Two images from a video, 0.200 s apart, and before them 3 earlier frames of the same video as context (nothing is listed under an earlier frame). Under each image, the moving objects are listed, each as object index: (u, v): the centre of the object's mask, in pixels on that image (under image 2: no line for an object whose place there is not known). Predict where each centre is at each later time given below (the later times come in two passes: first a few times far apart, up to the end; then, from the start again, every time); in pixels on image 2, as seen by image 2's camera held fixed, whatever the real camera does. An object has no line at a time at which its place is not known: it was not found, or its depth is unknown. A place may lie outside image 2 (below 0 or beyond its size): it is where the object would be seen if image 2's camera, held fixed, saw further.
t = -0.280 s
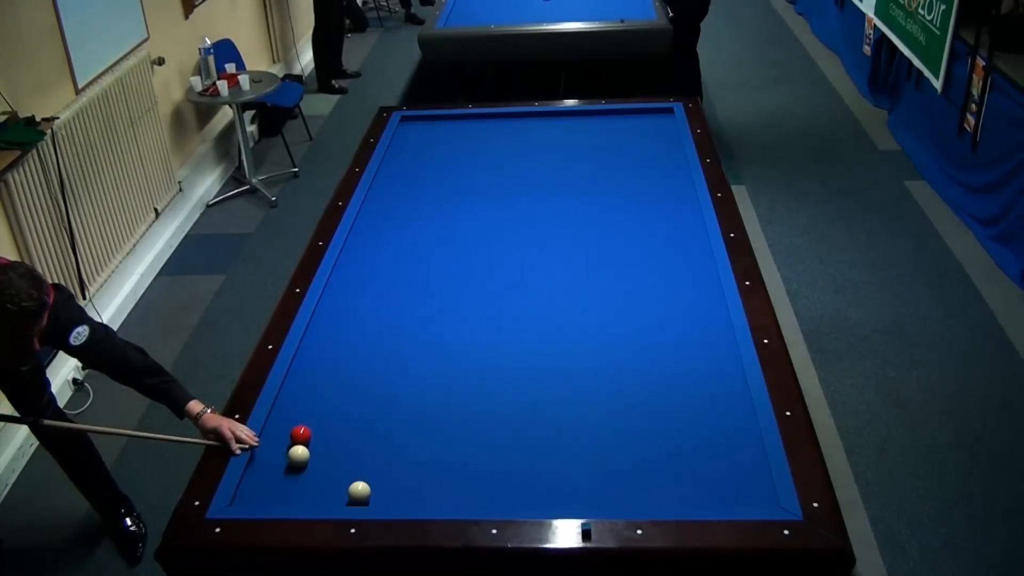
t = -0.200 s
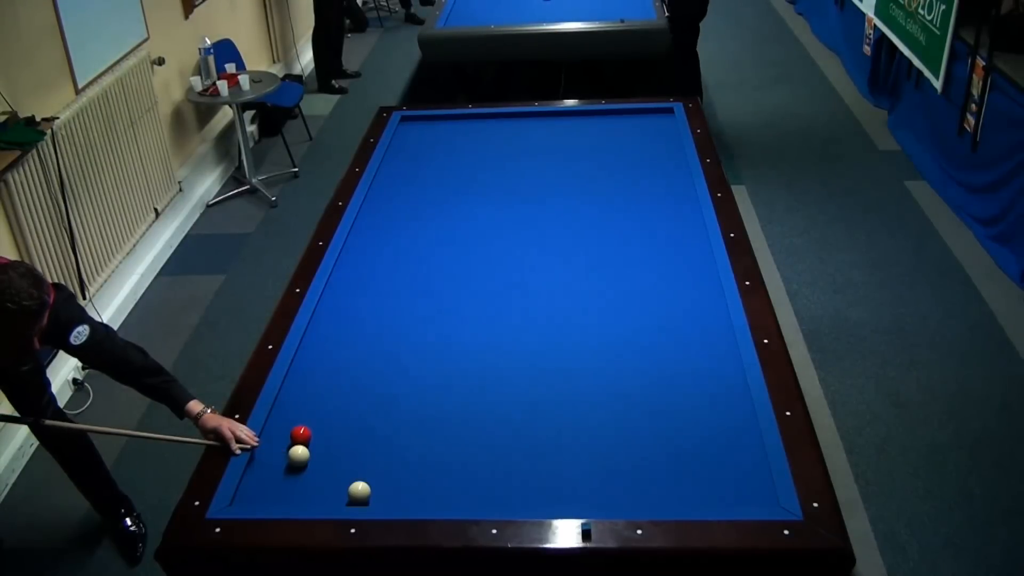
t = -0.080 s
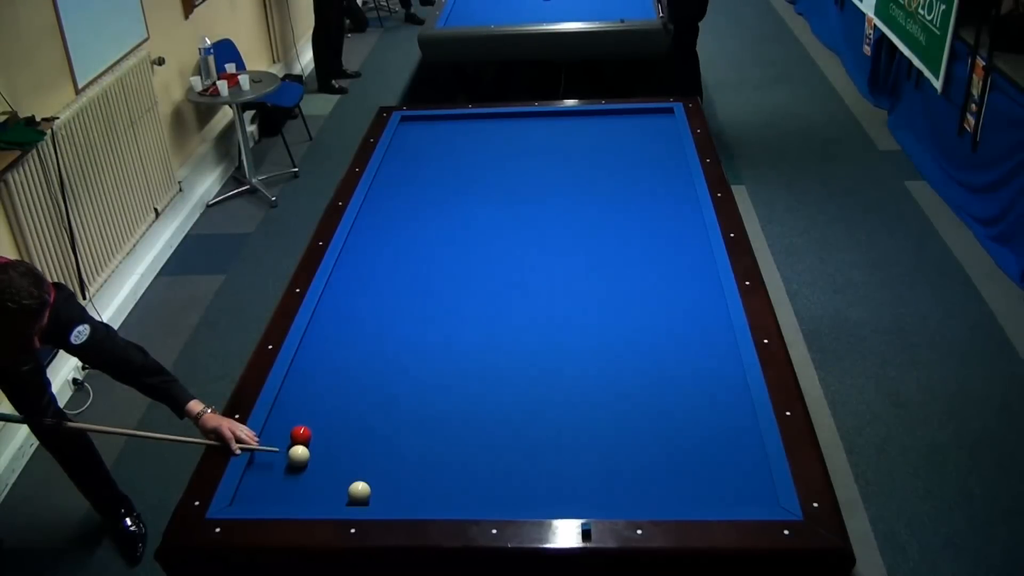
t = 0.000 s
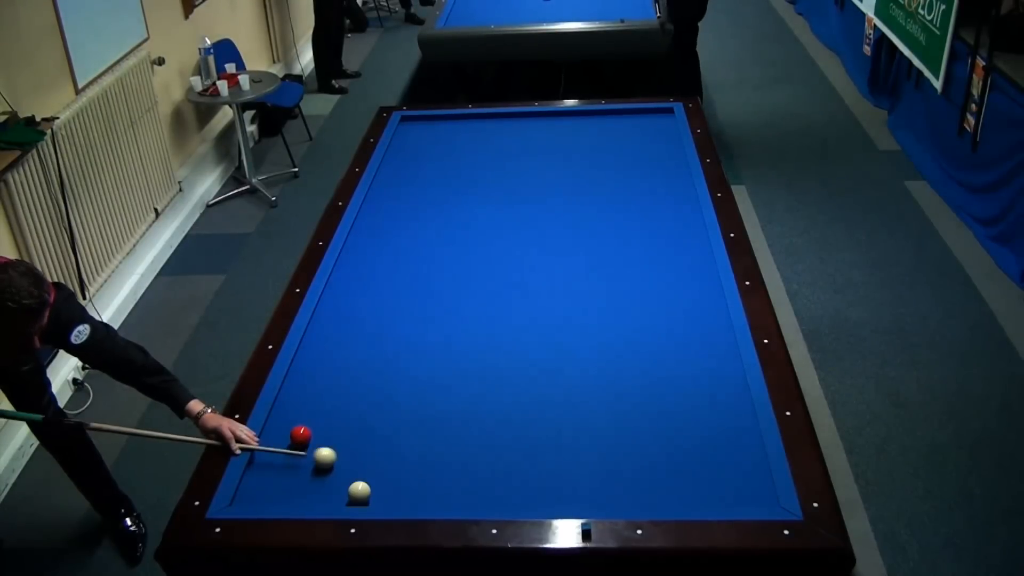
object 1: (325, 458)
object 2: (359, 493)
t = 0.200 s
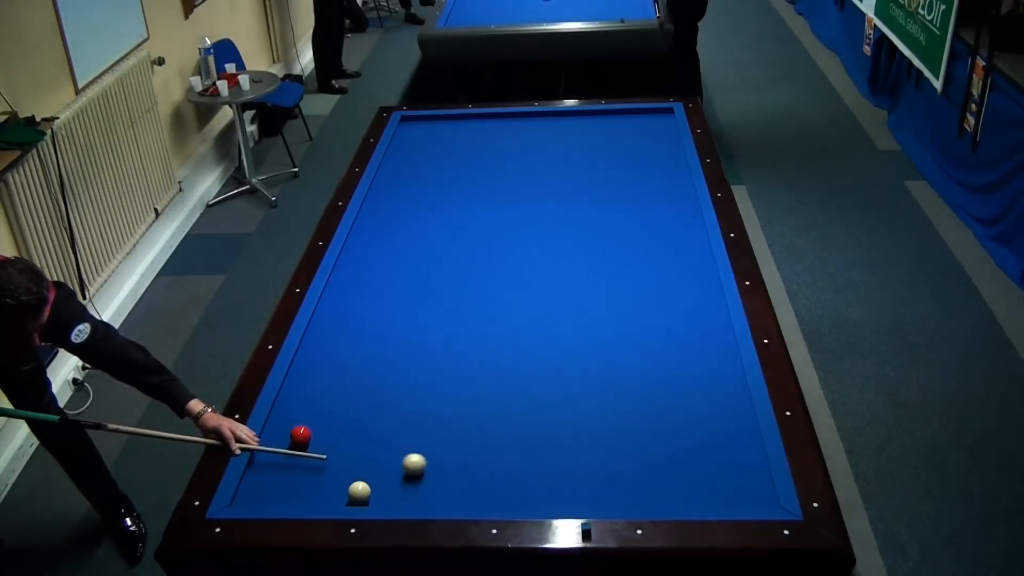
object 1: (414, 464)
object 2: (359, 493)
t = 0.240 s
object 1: (433, 465)
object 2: (359, 493)
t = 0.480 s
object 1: (543, 474)
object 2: (359, 493)
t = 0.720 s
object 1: (658, 482)
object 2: (359, 493)
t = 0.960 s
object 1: (757, 490)
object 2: (359, 493)
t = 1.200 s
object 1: (678, 495)
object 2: (359, 493)
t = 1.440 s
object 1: (611, 497)
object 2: (359, 493)
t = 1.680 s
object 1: (548, 496)
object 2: (359, 493)
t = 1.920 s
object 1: (488, 494)
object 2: (359, 493)
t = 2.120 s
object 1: (440, 491)
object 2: (359, 493)
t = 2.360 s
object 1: (383, 489)
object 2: (359, 492)
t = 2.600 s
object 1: (373, 478)
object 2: (324, 496)
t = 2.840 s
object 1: (364, 469)
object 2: (299, 496)
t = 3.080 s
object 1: (355, 460)
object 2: (277, 494)
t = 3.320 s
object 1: (348, 451)
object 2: (256, 493)
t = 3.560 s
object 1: (341, 444)
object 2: (252, 490)
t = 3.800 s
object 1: (334, 437)
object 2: (265, 487)
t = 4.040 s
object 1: (329, 430)
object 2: (276, 486)
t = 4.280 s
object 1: (324, 425)
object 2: (286, 484)
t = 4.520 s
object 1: (319, 420)
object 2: (296, 482)
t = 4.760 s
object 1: (315, 415)
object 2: (304, 480)
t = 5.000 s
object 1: (311, 411)
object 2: (312, 479)
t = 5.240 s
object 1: (308, 407)
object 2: (318, 477)
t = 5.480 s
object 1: (306, 404)
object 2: (324, 476)
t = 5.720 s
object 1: (303, 401)
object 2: (329, 475)
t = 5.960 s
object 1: (302, 399)
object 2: (332, 474)
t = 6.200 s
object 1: (300, 397)
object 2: (336, 474)
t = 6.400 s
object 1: (300, 396)
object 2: (338, 474)
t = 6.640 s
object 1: (299, 395)
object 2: (339, 474)
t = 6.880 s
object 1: (298, 394)
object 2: (339, 474)
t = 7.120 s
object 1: (299, 393)
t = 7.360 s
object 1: (299, 393)
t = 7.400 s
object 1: (299, 393)
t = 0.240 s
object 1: (433, 465)
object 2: (359, 493)
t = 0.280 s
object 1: (451, 467)
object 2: (359, 493)
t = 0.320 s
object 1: (469, 468)
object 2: (359, 493)
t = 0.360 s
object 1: (487, 470)
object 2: (359, 493)
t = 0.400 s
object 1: (506, 471)
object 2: (359, 493)
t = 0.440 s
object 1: (525, 473)
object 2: (359, 493)
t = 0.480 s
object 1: (543, 474)
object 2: (359, 493)
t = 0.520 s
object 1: (562, 475)
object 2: (359, 493)
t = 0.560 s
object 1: (581, 476)
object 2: (359, 493)
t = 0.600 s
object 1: (600, 478)
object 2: (359, 493)
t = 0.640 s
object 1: (619, 480)
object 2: (359, 493)
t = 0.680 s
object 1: (639, 481)
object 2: (359, 493)
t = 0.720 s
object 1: (658, 482)
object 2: (359, 493)
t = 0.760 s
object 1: (677, 484)
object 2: (359, 493)
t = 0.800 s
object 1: (697, 486)
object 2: (359, 493)
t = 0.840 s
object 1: (716, 487)
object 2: (359, 493)
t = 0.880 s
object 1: (736, 488)
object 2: (359, 493)
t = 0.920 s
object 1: (755, 490)
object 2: (359, 493)
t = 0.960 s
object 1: (757, 490)
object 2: (359, 493)
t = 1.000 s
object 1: (741, 491)
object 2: (359, 493)
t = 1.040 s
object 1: (726, 492)
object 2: (359, 493)
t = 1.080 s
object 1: (713, 493)
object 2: (359, 493)
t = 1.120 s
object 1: (701, 493)
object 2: (359, 493)
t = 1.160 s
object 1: (689, 494)
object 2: (359, 493)
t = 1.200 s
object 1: (678, 495)
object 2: (359, 493)
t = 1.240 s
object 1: (667, 495)
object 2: (359, 493)
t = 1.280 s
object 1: (655, 496)
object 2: (359, 493)
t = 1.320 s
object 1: (644, 497)
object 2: (359, 493)
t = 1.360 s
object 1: (633, 497)
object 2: (359, 493)
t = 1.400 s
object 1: (621, 498)
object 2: (359, 493)
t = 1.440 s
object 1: (611, 497)
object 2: (359, 493)
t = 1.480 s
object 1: (600, 497)
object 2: (359, 493)
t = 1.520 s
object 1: (590, 496)
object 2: (359, 493)
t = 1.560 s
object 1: (579, 496)
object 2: (359, 493)
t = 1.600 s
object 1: (569, 496)
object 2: (359, 493)
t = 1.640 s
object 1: (559, 496)
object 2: (359, 493)
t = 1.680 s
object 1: (548, 496)
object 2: (359, 493)
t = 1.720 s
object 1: (538, 495)
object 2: (359, 493)
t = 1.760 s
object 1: (528, 495)
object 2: (359, 493)
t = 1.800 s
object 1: (518, 495)
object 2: (359, 493)
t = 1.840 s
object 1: (508, 495)
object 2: (359, 493)
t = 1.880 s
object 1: (498, 494)
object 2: (359, 493)
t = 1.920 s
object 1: (488, 494)
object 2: (359, 493)
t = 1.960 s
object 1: (478, 494)
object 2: (359, 493)
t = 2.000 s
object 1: (469, 494)
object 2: (359, 493)
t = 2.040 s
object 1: (459, 493)
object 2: (359, 493)
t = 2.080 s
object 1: (449, 493)
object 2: (359, 493)
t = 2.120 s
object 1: (440, 491)
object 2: (359, 493)
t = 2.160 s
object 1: (430, 491)
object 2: (359, 493)
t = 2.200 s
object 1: (421, 490)
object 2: (359, 493)
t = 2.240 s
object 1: (411, 490)
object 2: (359, 492)
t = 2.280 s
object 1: (402, 489)
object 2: (359, 492)
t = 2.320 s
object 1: (392, 489)
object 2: (359, 492)
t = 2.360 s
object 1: (383, 489)
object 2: (359, 492)
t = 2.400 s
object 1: (382, 487)
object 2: (351, 493)
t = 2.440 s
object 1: (380, 485)
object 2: (345, 494)
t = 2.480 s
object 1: (378, 483)
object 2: (339, 495)
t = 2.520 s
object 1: (377, 482)
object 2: (333, 495)
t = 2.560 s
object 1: (375, 480)
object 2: (328, 496)
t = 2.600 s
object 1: (373, 478)
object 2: (324, 496)
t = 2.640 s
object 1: (372, 477)
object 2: (319, 497)
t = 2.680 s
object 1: (370, 475)
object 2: (314, 497)
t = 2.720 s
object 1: (369, 473)
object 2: (311, 496)
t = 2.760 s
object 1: (367, 472)
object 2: (307, 496)
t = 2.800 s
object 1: (366, 471)
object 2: (303, 496)
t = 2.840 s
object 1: (364, 469)
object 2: (299, 496)
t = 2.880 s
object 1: (363, 467)
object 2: (295, 495)
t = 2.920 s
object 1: (361, 466)
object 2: (292, 495)
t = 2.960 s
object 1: (360, 464)
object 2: (288, 495)
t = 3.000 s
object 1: (358, 463)
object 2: (284, 495)
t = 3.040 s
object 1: (357, 461)
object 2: (281, 494)
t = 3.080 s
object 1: (355, 460)
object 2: (277, 494)
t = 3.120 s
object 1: (354, 458)
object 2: (274, 493)
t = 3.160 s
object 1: (352, 457)
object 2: (270, 494)
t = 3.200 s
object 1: (351, 456)
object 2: (266, 493)
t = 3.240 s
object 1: (350, 454)
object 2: (263, 494)
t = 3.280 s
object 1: (349, 453)
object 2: (259, 493)
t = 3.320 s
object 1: (348, 451)
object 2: (256, 493)
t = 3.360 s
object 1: (346, 450)
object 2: (252, 493)
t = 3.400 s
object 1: (345, 449)
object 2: (249, 493)
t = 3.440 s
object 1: (344, 447)
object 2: (245, 493)
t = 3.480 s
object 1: (343, 446)
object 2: (248, 492)
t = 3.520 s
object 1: (342, 445)
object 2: (250, 490)
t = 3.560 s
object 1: (341, 444)
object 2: (252, 490)
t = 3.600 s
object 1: (339, 443)
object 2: (255, 489)
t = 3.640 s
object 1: (339, 442)
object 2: (257, 489)
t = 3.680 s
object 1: (337, 441)
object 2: (259, 489)
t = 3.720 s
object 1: (336, 439)
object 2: (261, 488)
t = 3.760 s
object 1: (335, 438)
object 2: (263, 488)
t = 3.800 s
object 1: (334, 437)
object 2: (265, 487)
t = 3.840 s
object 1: (333, 436)
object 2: (267, 487)
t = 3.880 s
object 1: (332, 435)
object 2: (269, 487)
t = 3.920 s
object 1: (331, 434)
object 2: (270, 486)
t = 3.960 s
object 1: (331, 433)
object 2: (273, 486)
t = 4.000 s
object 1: (330, 432)
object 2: (274, 486)
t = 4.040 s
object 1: (329, 430)
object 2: (276, 486)
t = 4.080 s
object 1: (328, 429)
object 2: (278, 485)
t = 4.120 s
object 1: (327, 429)
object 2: (280, 485)
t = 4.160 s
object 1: (326, 428)
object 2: (281, 485)
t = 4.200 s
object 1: (325, 427)
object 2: (283, 484)
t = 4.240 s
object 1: (324, 426)
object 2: (285, 484)
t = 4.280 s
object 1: (324, 425)
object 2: (286, 484)
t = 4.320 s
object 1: (323, 424)
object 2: (288, 483)
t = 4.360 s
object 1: (322, 423)
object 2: (290, 483)
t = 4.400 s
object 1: (321, 422)
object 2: (291, 483)
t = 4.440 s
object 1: (320, 421)
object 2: (293, 483)
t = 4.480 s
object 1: (320, 421)
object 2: (294, 482)
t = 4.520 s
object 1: (319, 420)
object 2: (296, 482)
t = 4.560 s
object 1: (318, 419)
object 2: (297, 482)
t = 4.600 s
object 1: (317, 418)
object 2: (299, 481)
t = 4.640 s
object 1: (317, 418)
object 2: (300, 481)
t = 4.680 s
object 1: (316, 417)
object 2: (301, 481)
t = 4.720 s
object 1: (315, 416)
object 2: (303, 481)
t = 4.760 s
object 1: (315, 415)
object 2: (304, 480)
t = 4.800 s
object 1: (314, 415)
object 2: (305, 480)
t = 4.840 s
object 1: (313, 414)
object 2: (307, 480)
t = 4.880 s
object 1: (313, 413)
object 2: (308, 480)
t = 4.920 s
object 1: (312, 412)
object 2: (309, 479)
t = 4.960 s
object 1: (312, 412)
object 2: (311, 479)
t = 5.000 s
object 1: (311, 411)
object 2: (312, 479)
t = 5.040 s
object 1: (311, 410)
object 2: (313, 478)
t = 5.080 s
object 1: (310, 409)
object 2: (314, 478)
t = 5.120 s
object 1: (309, 409)
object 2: (315, 478)
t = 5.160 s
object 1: (309, 408)
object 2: (316, 478)
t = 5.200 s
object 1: (309, 408)
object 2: (317, 478)
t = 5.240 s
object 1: (308, 407)
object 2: (318, 477)
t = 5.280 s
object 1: (307, 406)
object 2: (319, 477)
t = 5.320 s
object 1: (307, 406)
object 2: (320, 477)
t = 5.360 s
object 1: (307, 405)
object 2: (321, 477)
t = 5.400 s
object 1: (306, 405)
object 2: (322, 477)
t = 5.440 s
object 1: (306, 404)
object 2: (323, 476)
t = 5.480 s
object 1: (306, 404)
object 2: (324, 476)
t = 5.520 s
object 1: (305, 403)
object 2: (325, 476)
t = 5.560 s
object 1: (305, 403)
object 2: (326, 476)
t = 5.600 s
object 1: (304, 403)
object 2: (326, 476)
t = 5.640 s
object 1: (304, 402)
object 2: (327, 475)
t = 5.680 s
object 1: (304, 402)
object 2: (328, 475)
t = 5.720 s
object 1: (303, 401)
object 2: (329, 475)
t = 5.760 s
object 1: (303, 401)
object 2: (330, 475)
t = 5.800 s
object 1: (303, 400)
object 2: (330, 475)
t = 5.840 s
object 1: (302, 400)
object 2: (331, 475)
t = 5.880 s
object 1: (302, 400)
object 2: (331, 475)
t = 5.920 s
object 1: (302, 399)
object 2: (332, 475)
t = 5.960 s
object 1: (302, 399)
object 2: (332, 474)
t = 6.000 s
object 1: (301, 399)
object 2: (333, 474)
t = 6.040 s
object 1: (301, 398)
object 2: (334, 474)
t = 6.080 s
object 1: (301, 398)
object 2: (334, 474)
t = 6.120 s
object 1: (301, 398)
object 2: (335, 474)
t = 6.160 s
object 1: (301, 397)
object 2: (335, 474)
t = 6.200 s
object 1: (300, 397)
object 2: (336, 474)
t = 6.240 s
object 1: (300, 397)
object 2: (336, 474)
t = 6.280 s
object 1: (300, 396)
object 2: (336, 474)
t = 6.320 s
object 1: (300, 396)
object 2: (337, 474)
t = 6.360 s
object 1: (300, 396)
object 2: (337, 474)
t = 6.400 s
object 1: (300, 396)
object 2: (338, 474)
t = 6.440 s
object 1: (300, 396)
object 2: (338, 474)
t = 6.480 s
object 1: (300, 395)
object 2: (338, 474)
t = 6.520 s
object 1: (299, 395)
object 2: (338, 474)
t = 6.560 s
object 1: (299, 395)
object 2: (338, 474)
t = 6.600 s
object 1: (299, 395)
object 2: (338, 474)
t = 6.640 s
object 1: (299, 395)
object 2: (339, 474)
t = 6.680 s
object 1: (299, 394)
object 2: (339, 474)
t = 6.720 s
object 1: (299, 394)
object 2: (339, 474)
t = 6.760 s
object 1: (299, 394)
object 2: (339, 474)
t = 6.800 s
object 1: (299, 394)
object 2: (339, 474)
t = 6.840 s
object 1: (299, 394)
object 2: (339, 474)
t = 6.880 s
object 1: (298, 394)
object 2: (339, 474)
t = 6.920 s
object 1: (298, 394)
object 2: (339, 474)
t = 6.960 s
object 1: (298, 394)
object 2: (339, 474)
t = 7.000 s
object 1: (299, 394)
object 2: (339, 474)
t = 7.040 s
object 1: (299, 394)
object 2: (339, 475)
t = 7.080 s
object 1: (299, 393)
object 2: (339, 474)
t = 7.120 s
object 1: (299, 393)
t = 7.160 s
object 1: (299, 394)
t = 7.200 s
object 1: (299, 393)
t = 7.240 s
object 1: (299, 394)
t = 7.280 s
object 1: (299, 394)
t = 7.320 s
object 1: (299, 393)
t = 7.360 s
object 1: (299, 393)
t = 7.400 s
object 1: (299, 393)
